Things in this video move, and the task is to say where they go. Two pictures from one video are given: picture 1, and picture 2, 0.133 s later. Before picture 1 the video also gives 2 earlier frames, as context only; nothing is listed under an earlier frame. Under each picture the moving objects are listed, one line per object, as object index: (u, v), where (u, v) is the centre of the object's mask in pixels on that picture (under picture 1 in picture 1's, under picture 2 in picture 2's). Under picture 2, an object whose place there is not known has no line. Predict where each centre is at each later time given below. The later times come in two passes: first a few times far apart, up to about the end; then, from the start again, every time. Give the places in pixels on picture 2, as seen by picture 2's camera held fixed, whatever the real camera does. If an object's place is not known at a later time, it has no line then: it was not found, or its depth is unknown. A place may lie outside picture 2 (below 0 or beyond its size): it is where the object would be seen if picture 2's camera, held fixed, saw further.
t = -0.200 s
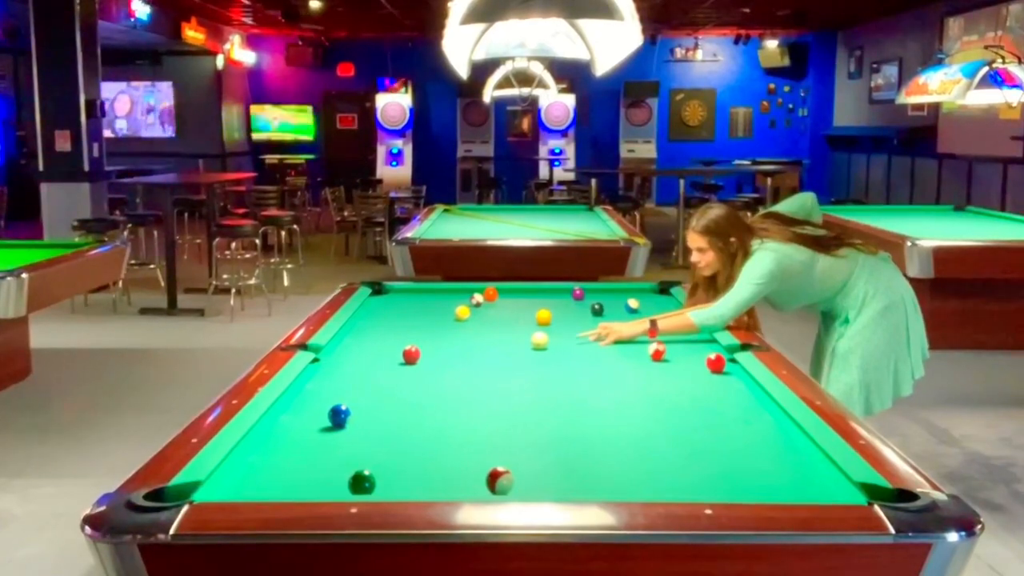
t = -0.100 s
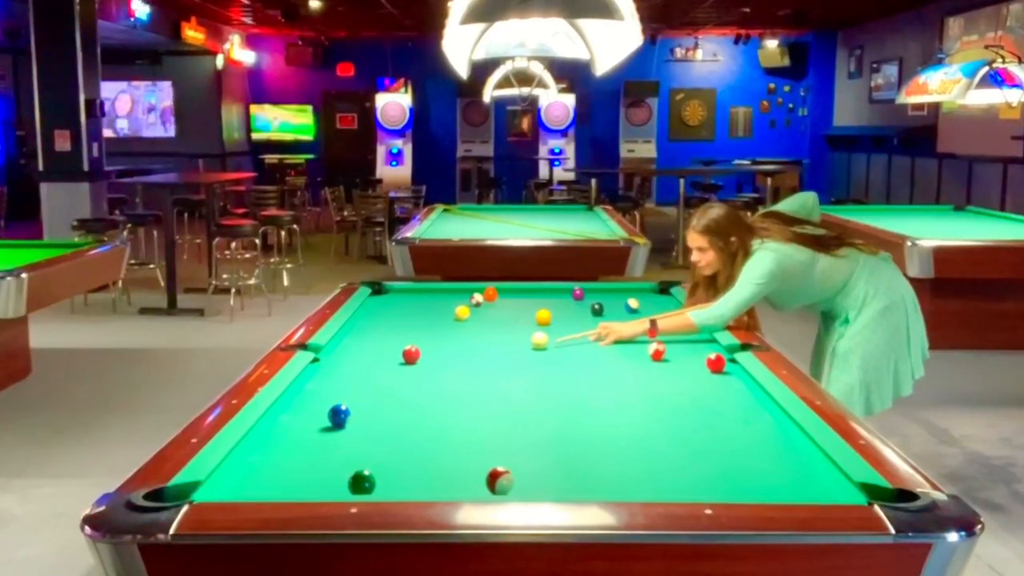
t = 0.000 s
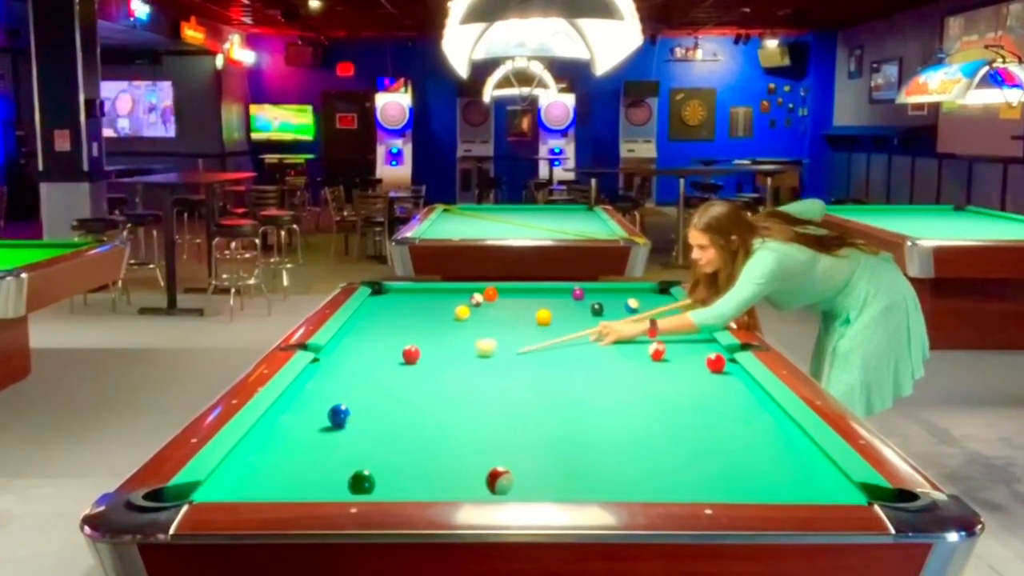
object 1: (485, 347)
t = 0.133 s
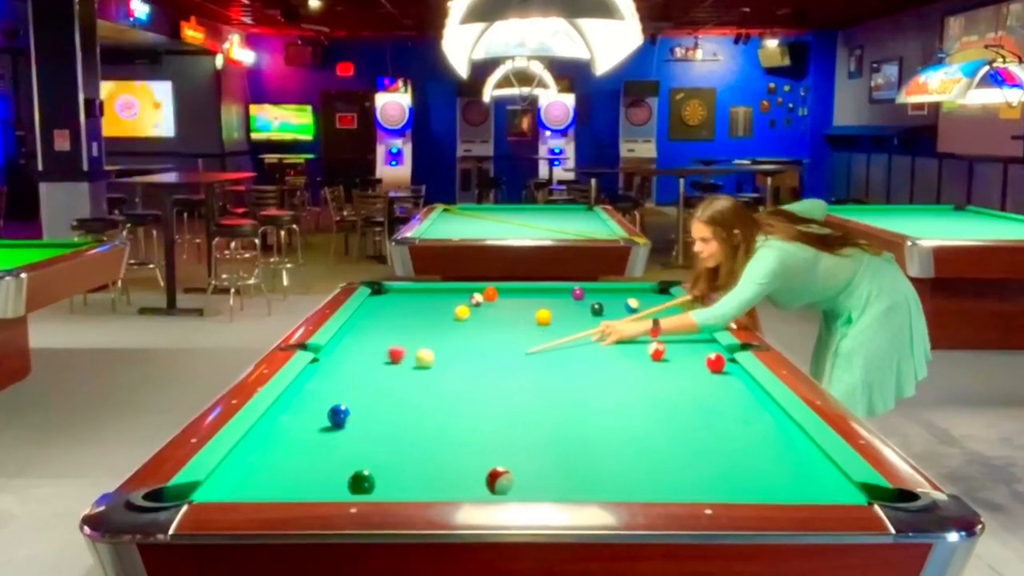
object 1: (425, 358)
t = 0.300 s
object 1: (410, 370)
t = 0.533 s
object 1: (393, 387)
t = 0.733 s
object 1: (377, 403)
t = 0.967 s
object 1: (356, 423)
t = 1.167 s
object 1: (337, 442)
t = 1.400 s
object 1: (311, 466)
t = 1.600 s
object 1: (287, 486)
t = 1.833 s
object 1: (305, 480)
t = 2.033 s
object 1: (322, 469)
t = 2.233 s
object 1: (338, 459)
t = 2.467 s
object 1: (354, 449)
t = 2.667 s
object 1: (366, 441)
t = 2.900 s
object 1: (379, 433)
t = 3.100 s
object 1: (388, 427)
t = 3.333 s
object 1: (398, 421)
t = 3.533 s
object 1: (405, 416)
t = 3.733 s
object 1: (412, 412)
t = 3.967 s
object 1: (418, 408)
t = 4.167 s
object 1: (423, 404)
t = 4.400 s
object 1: (429, 400)
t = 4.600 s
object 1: (433, 398)
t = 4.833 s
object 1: (437, 395)
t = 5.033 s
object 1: (440, 394)
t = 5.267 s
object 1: (443, 392)
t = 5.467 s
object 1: (445, 391)
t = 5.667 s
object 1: (445, 390)
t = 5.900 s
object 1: (445, 391)
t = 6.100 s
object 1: (445, 391)
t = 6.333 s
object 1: (444, 391)
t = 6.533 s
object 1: (444, 392)
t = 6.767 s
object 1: (444, 392)
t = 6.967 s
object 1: (444, 392)
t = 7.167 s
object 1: (444, 392)
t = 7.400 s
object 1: (444, 392)
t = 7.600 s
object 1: (444, 392)
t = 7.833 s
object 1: (444, 392)
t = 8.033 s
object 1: (444, 392)
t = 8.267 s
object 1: (444, 393)
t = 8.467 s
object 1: (444, 393)
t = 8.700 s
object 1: (444, 393)
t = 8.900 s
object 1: (445, 393)
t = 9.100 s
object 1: (445, 393)
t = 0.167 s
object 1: (421, 361)
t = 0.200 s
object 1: (418, 364)
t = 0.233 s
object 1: (415, 366)
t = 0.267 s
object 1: (412, 368)
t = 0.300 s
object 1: (410, 370)
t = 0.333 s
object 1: (408, 373)
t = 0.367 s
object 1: (405, 375)
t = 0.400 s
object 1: (403, 377)
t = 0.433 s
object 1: (400, 380)
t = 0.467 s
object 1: (398, 382)
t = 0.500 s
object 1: (395, 384)
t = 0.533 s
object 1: (393, 387)
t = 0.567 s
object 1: (390, 390)
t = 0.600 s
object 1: (387, 392)
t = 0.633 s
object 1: (385, 395)
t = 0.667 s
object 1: (382, 398)
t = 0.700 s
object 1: (379, 401)
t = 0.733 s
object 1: (377, 403)
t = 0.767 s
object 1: (374, 406)
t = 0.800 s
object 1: (371, 408)
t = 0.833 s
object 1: (368, 411)
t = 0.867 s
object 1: (365, 414)
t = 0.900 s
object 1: (363, 417)
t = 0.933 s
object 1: (359, 420)
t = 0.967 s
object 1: (356, 423)
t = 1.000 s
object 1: (353, 426)
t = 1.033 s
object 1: (350, 429)
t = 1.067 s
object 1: (347, 432)
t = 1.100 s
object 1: (344, 435)
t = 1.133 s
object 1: (340, 438)
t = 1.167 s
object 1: (337, 442)
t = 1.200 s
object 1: (334, 445)
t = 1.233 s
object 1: (330, 449)
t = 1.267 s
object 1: (326, 452)
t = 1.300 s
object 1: (322, 456)
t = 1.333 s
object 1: (319, 460)
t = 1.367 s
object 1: (315, 463)
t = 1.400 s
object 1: (311, 466)
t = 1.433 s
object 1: (307, 471)
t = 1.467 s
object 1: (303, 474)
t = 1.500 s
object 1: (299, 478)
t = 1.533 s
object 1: (295, 481)
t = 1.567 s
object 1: (291, 484)
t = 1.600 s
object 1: (287, 486)
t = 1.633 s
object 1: (285, 488)
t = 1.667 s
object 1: (289, 486)
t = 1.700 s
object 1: (292, 485)
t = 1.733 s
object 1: (296, 483)
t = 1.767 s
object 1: (299, 482)
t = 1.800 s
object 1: (302, 481)
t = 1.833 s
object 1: (305, 480)
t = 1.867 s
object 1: (308, 478)
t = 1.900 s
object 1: (311, 476)
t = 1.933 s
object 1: (314, 474)
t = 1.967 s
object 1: (317, 472)
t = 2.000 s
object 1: (319, 470)
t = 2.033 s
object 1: (322, 469)
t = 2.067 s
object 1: (325, 467)
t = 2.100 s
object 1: (327, 465)
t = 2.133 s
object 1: (330, 464)
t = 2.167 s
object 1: (333, 462)
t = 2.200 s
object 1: (335, 460)
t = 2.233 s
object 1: (338, 459)
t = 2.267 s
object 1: (340, 457)
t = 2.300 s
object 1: (342, 456)
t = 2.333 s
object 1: (345, 454)
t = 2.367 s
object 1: (347, 453)
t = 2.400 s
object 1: (349, 452)
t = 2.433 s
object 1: (351, 450)
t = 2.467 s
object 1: (354, 449)
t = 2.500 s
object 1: (356, 447)
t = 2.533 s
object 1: (358, 446)
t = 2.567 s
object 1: (360, 445)
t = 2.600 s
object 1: (362, 444)
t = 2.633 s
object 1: (364, 442)
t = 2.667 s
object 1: (366, 441)
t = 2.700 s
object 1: (368, 440)
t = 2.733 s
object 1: (370, 439)
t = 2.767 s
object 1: (372, 438)
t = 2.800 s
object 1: (374, 437)
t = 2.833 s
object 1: (375, 435)
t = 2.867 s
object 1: (377, 434)
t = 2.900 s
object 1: (379, 433)
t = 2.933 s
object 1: (380, 432)
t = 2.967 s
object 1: (382, 431)
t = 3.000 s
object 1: (384, 430)
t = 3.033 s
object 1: (385, 429)
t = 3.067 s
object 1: (386, 428)
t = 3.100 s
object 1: (388, 427)
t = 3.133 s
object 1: (389, 427)
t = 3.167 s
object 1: (391, 426)
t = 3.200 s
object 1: (392, 424)
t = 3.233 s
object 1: (394, 423)
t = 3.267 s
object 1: (395, 422)
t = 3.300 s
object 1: (396, 422)
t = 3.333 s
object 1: (398, 421)
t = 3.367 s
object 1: (399, 420)
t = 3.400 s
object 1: (400, 419)
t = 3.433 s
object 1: (402, 419)
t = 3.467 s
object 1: (403, 418)
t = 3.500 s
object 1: (404, 417)
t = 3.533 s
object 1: (405, 416)
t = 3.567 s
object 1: (406, 416)
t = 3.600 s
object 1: (408, 415)
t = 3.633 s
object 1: (409, 414)
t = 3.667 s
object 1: (410, 413)
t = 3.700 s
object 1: (411, 413)
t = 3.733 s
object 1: (412, 412)
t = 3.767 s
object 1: (413, 411)
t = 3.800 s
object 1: (414, 410)
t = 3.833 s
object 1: (415, 410)
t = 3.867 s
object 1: (416, 409)
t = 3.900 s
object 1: (417, 409)
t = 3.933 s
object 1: (418, 408)
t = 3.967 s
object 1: (418, 408)
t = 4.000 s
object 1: (419, 407)
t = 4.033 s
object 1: (420, 406)
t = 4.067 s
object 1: (421, 406)
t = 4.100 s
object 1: (422, 405)
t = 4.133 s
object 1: (423, 405)
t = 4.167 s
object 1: (423, 404)
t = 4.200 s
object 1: (424, 403)
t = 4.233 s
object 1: (425, 403)
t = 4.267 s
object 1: (426, 403)
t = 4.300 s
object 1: (427, 402)
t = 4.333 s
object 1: (428, 401)
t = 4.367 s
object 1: (428, 401)
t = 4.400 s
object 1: (429, 400)
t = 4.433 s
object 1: (430, 400)
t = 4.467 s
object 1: (430, 400)
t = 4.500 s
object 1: (431, 399)
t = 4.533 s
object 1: (432, 399)
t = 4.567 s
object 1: (432, 399)
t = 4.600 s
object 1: (433, 398)
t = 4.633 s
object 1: (434, 398)
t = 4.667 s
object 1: (434, 397)
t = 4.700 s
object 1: (435, 397)
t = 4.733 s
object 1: (435, 397)
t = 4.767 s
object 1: (436, 396)
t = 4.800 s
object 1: (437, 396)
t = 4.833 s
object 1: (437, 395)
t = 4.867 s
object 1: (438, 395)
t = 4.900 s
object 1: (438, 395)
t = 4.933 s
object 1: (439, 395)
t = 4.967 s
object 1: (439, 394)
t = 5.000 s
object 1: (440, 394)
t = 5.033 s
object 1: (440, 394)
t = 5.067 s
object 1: (440, 393)
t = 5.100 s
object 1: (441, 393)
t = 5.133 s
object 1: (441, 393)
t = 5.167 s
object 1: (442, 392)
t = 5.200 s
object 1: (442, 392)
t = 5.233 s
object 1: (442, 392)
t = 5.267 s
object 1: (443, 392)
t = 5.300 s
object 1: (443, 392)
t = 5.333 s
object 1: (443, 392)
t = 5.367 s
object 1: (444, 391)
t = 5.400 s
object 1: (444, 391)
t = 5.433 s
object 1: (444, 391)
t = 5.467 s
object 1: (445, 391)
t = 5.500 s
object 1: (445, 391)
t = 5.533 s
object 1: (445, 390)
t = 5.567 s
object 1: (445, 390)
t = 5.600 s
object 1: (445, 390)
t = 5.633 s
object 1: (445, 390)
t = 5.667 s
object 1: (445, 390)
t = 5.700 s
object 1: (445, 390)
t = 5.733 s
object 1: (445, 390)
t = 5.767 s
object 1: (445, 390)
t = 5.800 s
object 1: (445, 390)
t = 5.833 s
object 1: (445, 391)
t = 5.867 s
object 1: (445, 391)
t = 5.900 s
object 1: (445, 391)
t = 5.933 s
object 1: (445, 391)
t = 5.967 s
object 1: (445, 391)
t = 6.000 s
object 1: (445, 391)
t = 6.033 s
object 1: (445, 391)
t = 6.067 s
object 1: (445, 391)
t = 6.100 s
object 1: (445, 391)
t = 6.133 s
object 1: (445, 391)
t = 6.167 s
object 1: (444, 391)
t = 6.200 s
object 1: (444, 391)
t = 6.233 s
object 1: (444, 391)
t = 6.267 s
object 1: (444, 391)
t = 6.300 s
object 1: (444, 391)
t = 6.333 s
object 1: (444, 391)
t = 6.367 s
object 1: (444, 391)
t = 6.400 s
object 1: (444, 391)
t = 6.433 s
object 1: (444, 391)
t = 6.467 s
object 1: (444, 391)
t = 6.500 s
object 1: (444, 391)
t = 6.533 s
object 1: (444, 392)
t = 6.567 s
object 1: (444, 392)
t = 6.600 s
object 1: (444, 392)
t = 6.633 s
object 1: (444, 392)
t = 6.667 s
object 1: (444, 392)
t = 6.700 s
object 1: (444, 392)
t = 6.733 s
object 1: (444, 392)
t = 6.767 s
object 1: (444, 392)
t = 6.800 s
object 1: (444, 392)
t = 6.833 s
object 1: (444, 392)
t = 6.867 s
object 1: (444, 392)
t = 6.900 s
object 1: (444, 392)
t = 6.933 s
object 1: (444, 392)
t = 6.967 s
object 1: (444, 392)
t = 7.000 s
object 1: (444, 392)
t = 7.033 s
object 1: (444, 392)
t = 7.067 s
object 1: (444, 392)
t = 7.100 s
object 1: (444, 392)
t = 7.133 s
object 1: (444, 392)
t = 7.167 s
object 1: (444, 392)
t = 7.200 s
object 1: (444, 392)
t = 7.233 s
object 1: (444, 392)
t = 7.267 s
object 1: (444, 392)
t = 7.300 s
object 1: (444, 392)
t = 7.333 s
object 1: (444, 392)
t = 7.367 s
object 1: (444, 392)
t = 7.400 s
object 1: (444, 392)
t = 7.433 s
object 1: (444, 392)
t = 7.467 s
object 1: (444, 392)
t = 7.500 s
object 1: (444, 392)
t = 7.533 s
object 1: (444, 392)
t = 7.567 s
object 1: (444, 392)
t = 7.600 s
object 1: (444, 392)
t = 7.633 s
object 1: (444, 392)
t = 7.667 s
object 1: (444, 392)
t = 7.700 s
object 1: (444, 392)
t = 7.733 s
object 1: (444, 392)
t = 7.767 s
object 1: (444, 392)
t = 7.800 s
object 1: (444, 392)
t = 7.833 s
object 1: (444, 392)
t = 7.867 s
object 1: (444, 392)
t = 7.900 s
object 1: (444, 392)
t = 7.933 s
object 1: (444, 392)
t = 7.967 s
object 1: (444, 392)
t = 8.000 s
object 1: (444, 392)
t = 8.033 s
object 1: (444, 392)
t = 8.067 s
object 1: (444, 392)
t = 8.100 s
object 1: (444, 392)
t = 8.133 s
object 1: (444, 392)
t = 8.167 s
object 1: (444, 392)
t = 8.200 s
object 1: (444, 393)
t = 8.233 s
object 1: (444, 393)
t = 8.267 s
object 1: (444, 393)
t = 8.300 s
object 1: (444, 392)
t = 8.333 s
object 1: (444, 393)
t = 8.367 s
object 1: (444, 393)
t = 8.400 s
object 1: (444, 393)
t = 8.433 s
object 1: (444, 393)
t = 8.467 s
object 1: (444, 393)
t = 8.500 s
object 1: (444, 393)
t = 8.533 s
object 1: (444, 393)
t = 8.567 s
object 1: (444, 393)
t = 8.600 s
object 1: (444, 393)
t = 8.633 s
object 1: (444, 393)
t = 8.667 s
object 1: (444, 393)
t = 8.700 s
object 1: (444, 393)
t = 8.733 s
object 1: (444, 393)
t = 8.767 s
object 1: (444, 393)
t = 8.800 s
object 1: (445, 393)
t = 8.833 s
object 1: (445, 393)
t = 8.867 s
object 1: (445, 393)
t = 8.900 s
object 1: (445, 393)
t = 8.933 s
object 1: (445, 393)
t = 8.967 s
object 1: (445, 393)
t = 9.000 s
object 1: (445, 393)
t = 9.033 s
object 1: (445, 393)
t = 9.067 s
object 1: (445, 393)
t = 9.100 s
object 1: (445, 393)
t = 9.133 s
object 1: (445, 393)
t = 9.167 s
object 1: (445, 393)
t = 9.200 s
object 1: (445, 393)
